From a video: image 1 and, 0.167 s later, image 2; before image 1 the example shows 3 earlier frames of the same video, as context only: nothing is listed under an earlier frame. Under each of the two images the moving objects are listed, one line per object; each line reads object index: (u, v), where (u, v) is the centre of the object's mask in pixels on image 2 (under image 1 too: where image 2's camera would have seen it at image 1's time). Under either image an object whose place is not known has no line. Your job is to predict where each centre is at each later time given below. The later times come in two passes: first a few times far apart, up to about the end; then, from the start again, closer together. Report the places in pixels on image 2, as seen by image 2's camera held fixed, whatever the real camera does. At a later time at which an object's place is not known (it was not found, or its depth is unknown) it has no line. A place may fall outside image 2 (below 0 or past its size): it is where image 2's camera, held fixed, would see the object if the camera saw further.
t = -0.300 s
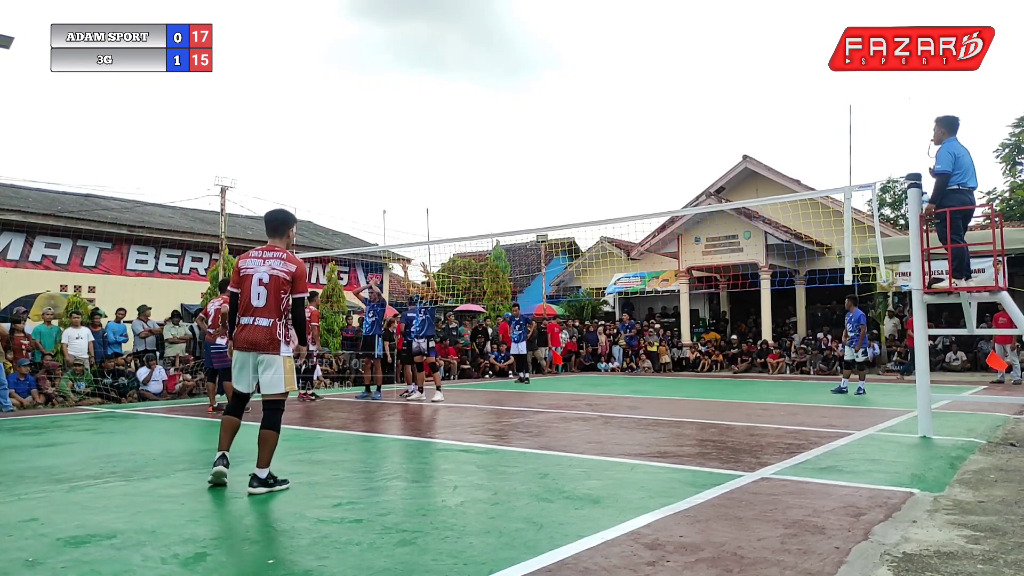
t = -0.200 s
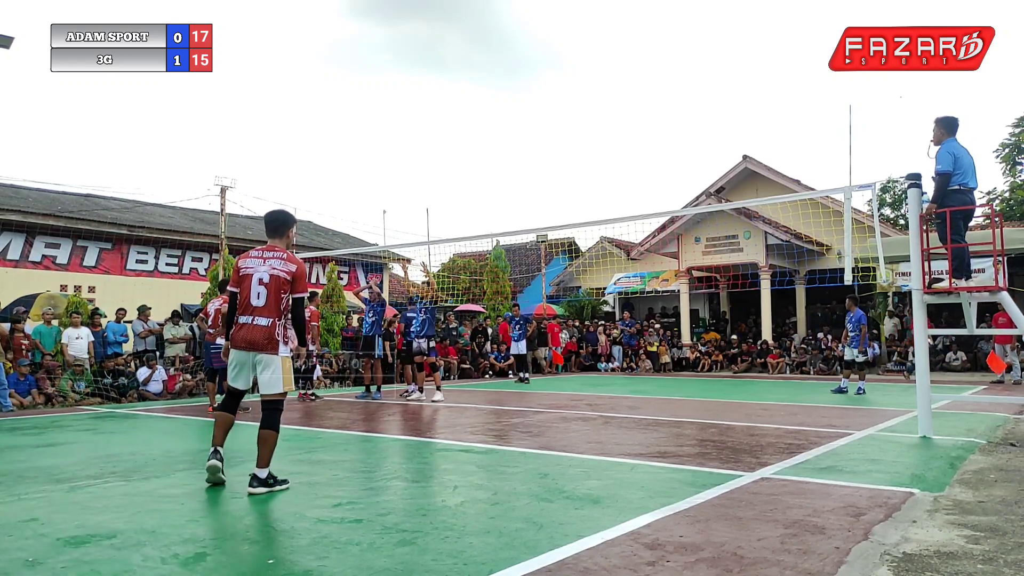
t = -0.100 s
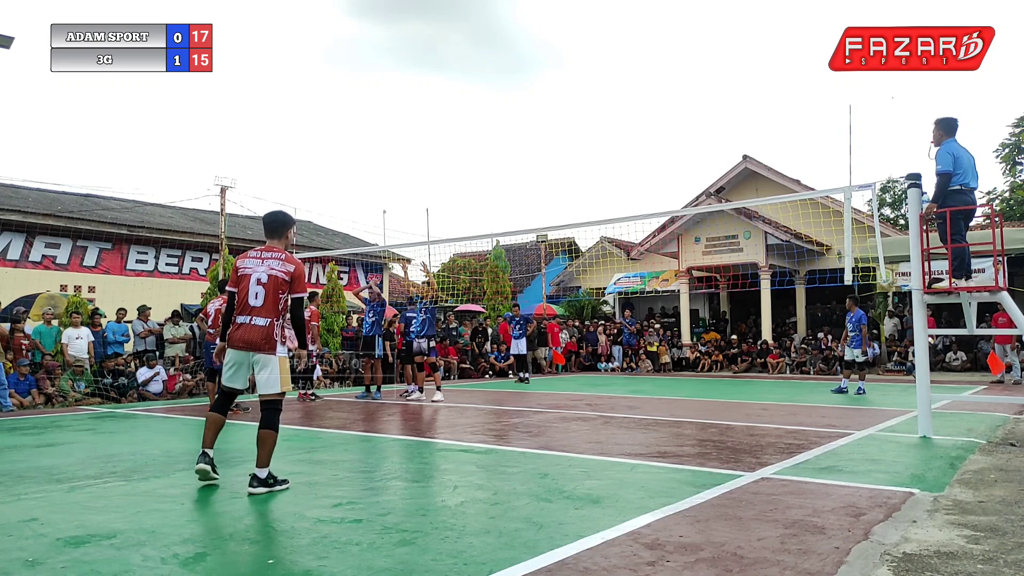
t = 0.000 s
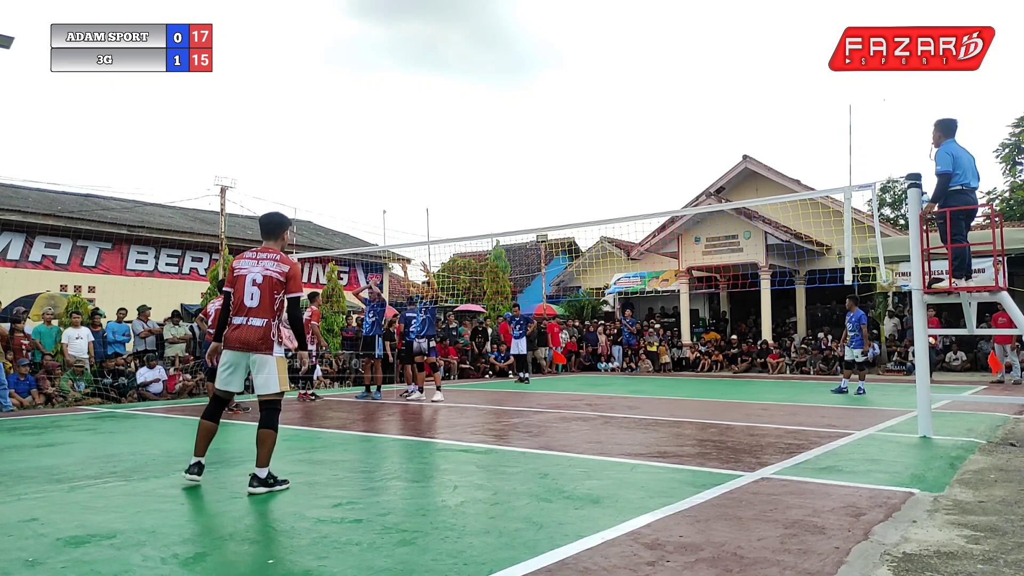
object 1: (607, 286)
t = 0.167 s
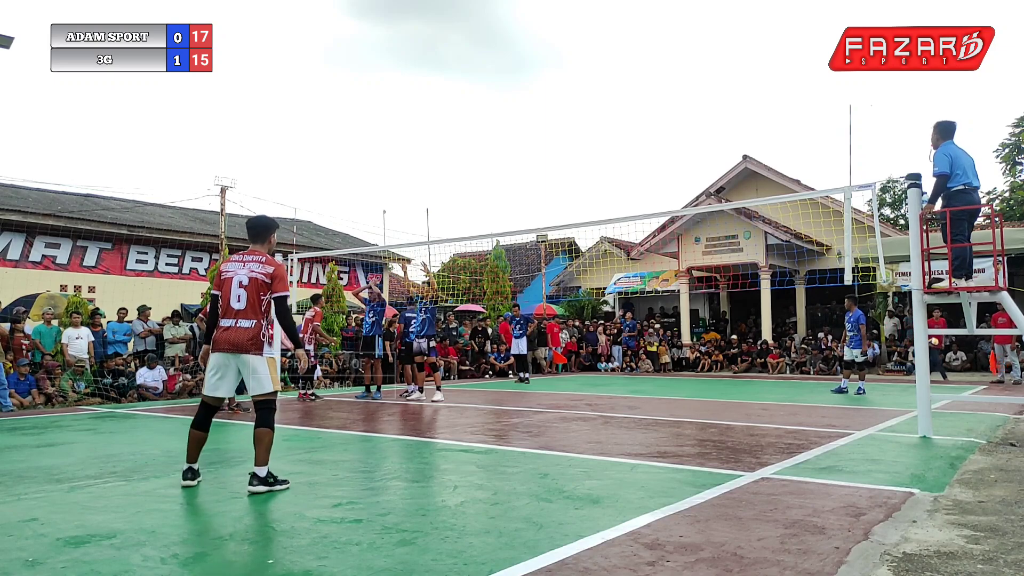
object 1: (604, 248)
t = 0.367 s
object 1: (601, 218)
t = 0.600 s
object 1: (598, 202)
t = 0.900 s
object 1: (594, 207)
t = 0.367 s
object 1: (601, 218)
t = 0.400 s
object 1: (601, 215)
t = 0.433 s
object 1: (600, 212)
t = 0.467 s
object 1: (600, 209)
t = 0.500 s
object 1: (599, 207)
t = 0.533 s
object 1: (599, 205)
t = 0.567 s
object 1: (598, 203)
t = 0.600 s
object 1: (598, 202)
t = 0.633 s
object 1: (597, 201)
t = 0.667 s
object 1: (597, 200)
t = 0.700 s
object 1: (596, 200)
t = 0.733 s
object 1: (596, 200)
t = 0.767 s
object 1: (595, 201)
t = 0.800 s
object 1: (595, 202)
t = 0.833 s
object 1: (594, 203)
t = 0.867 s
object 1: (594, 205)
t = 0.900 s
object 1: (594, 207)
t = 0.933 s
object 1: (593, 209)
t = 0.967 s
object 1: (593, 212)
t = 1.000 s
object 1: (592, 216)
